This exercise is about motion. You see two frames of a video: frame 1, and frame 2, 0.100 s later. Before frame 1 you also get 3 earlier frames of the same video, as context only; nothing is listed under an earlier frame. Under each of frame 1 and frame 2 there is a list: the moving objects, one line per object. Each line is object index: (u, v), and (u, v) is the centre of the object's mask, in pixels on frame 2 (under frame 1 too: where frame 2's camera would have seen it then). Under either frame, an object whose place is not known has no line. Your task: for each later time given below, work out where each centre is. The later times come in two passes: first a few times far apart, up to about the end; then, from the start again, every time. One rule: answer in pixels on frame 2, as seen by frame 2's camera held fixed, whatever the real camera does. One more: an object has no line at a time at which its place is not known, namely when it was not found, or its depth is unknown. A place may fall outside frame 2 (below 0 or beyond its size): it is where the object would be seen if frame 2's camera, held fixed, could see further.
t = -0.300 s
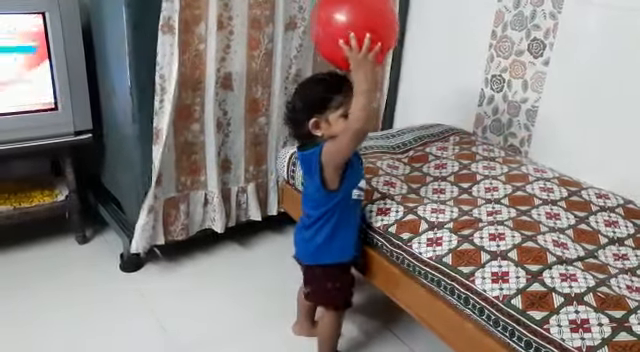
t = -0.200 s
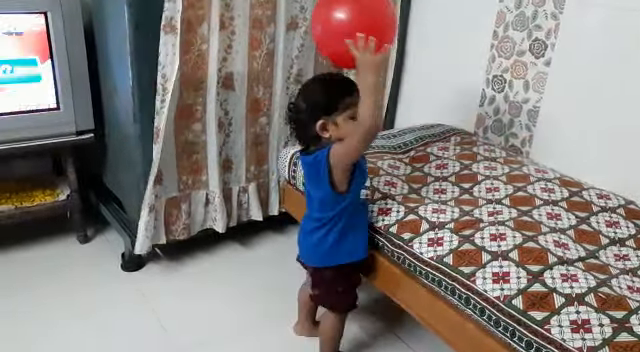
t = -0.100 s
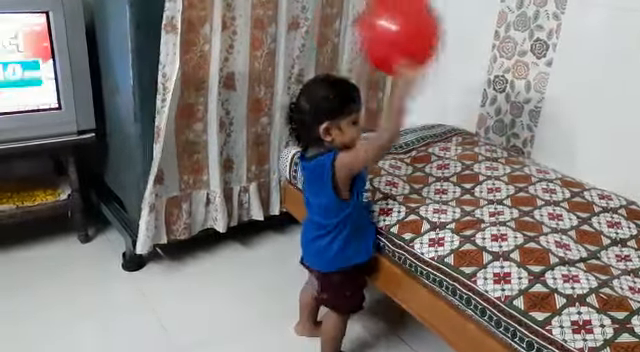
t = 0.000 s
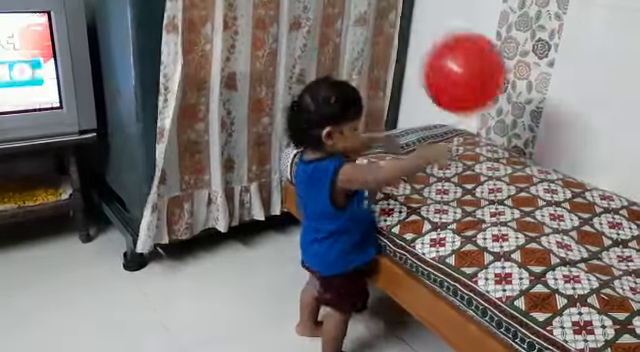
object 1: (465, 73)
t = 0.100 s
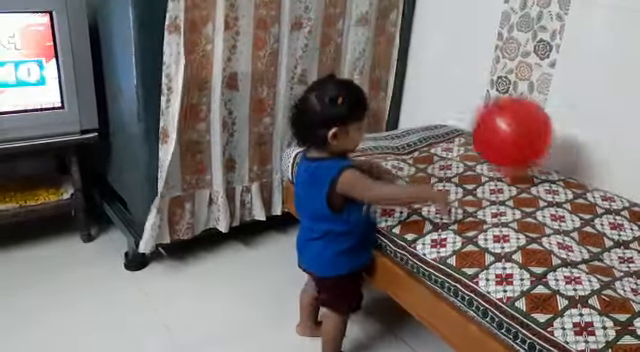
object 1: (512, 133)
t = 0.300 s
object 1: (562, 149)
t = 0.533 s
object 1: (608, 163)
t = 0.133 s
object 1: (524, 155)
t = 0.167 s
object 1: (532, 154)
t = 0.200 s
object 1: (539, 150)
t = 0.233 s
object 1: (548, 148)
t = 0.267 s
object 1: (555, 147)
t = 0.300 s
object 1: (562, 149)
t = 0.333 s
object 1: (569, 152)
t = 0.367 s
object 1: (577, 154)
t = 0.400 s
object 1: (586, 155)
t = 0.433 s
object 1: (595, 157)
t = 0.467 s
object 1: (602, 158)
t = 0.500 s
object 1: (607, 161)
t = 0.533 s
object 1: (608, 163)
